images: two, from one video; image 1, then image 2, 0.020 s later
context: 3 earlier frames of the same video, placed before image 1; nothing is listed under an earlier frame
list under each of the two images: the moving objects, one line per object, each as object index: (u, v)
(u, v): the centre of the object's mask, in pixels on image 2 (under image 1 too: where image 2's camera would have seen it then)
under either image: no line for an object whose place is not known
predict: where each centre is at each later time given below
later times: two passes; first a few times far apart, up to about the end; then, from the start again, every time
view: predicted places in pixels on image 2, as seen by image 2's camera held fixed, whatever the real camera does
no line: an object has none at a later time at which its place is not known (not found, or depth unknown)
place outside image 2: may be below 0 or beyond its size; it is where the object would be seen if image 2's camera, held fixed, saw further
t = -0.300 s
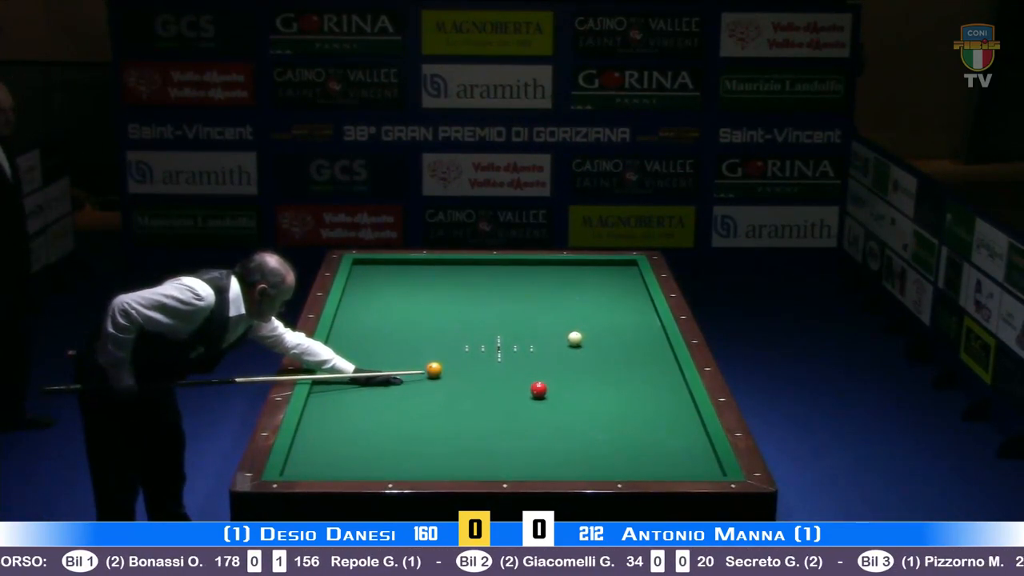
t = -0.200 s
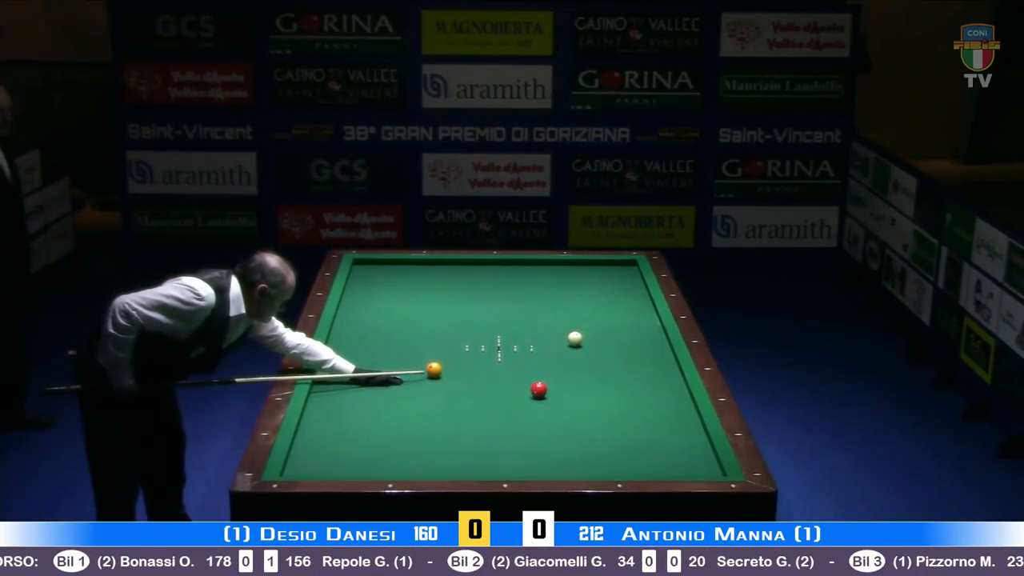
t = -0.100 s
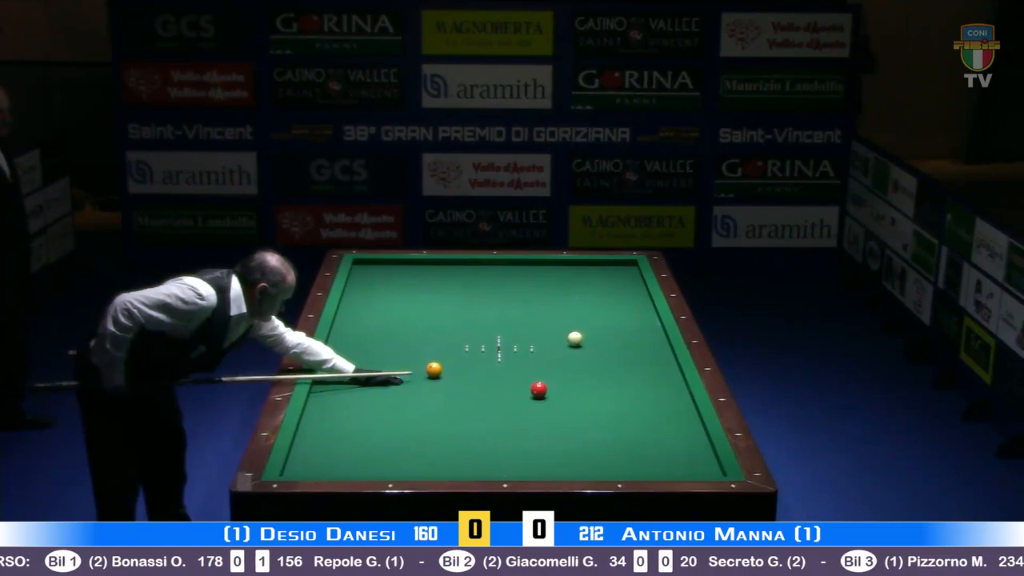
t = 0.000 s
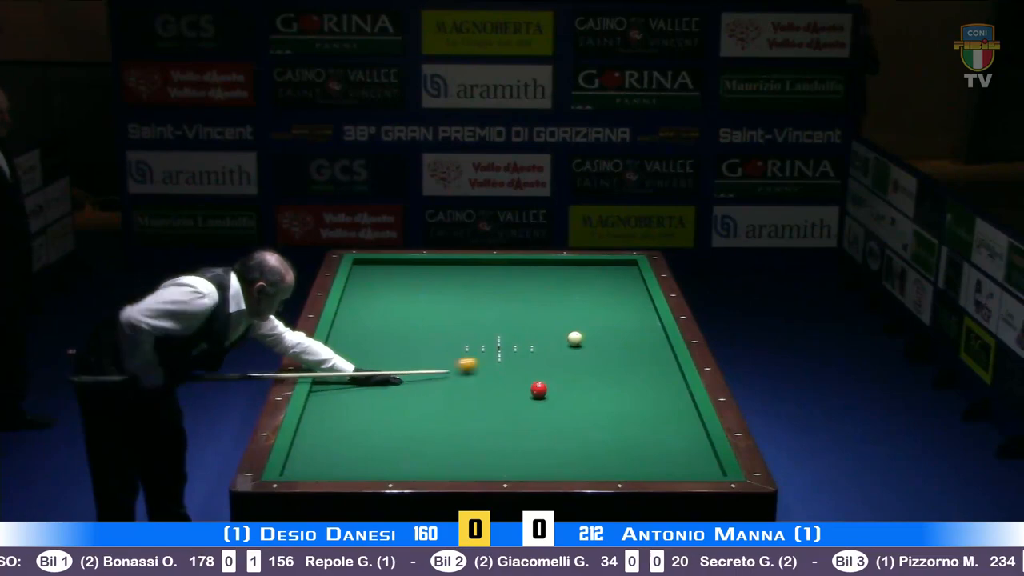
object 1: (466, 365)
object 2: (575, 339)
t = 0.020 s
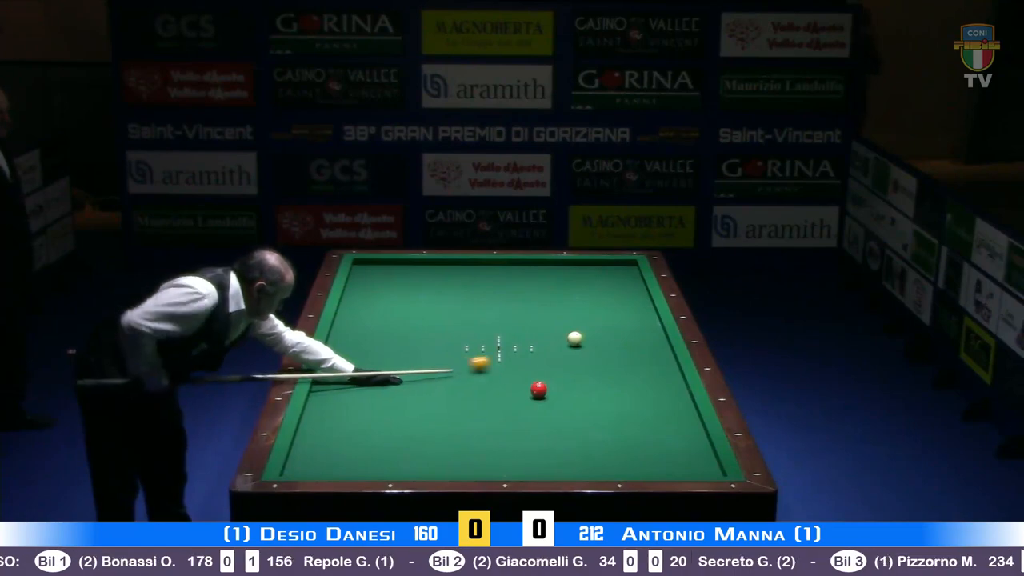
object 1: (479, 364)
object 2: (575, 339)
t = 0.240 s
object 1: (607, 348)
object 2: (574, 339)
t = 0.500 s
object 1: (609, 339)
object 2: (574, 338)
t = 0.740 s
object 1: (585, 339)
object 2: (522, 338)
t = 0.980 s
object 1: (579, 339)
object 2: (469, 338)
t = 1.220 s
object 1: (573, 338)
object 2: (418, 339)
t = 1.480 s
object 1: (567, 338)
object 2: (363, 338)
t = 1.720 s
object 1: (562, 337)
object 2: (347, 339)
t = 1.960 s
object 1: (558, 337)
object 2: (376, 340)
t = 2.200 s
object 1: (555, 336)
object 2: (404, 340)
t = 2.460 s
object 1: (552, 336)
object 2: (433, 341)
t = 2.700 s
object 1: (549, 336)
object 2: (459, 342)
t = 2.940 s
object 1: (547, 336)
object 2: (485, 343)
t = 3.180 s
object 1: (546, 336)
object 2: (510, 343)
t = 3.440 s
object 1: (547, 335)
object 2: (536, 344)
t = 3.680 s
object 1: (545, 336)
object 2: (560, 345)
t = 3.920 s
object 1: (545, 336)
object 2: (583, 345)
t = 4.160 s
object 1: (545, 336)
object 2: (606, 346)
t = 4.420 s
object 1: (545, 336)
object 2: (630, 347)
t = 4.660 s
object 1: (545, 336)
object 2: (651, 347)
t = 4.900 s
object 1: (545, 336)
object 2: (662, 348)
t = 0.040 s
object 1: (492, 362)
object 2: (575, 339)
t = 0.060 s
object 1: (505, 360)
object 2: (575, 339)
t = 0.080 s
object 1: (517, 359)
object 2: (575, 339)
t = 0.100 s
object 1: (529, 357)
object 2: (575, 339)
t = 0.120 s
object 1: (541, 356)
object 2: (575, 339)
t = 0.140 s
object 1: (552, 354)
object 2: (574, 339)
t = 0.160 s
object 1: (564, 353)
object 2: (575, 338)
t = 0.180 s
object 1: (575, 352)
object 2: (574, 338)
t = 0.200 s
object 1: (587, 350)
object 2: (574, 338)
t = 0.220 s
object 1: (597, 349)
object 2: (574, 338)
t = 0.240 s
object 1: (607, 348)
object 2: (574, 339)
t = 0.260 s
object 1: (617, 347)
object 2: (574, 339)
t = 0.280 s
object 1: (627, 345)
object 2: (574, 339)
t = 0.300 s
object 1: (637, 344)
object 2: (574, 339)
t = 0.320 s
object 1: (647, 343)
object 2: (575, 338)
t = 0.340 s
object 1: (656, 341)
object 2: (574, 339)
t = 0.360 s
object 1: (662, 341)
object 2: (575, 338)
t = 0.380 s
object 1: (656, 340)
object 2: (575, 339)
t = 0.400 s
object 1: (647, 340)
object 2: (574, 339)
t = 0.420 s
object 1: (639, 340)
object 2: (575, 338)
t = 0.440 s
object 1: (632, 340)
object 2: (575, 338)
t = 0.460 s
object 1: (624, 340)
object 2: (574, 338)
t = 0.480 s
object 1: (616, 340)
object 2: (575, 338)
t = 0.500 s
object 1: (609, 339)
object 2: (574, 338)
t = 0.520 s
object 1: (601, 339)
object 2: (574, 339)
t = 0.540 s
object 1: (595, 339)
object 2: (574, 338)
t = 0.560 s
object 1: (590, 340)
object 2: (573, 339)
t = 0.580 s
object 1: (590, 339)
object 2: (567, 338)
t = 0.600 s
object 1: (589, 339)
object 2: (560, 338)
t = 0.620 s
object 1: (589, 339)
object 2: (554, 338)
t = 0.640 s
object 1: (588, 339)
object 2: (549, 338)
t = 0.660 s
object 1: (587, 339)
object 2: (542, 338)
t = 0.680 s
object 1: (587, 339)
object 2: (537, 338)
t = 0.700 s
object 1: (586, 339)
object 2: (532, 338)
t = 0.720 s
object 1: (585, 339)
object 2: (526, 338)
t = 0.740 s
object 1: (585, 339)
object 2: (522, 338)
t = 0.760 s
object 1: (584, 339)
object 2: (517, 338)
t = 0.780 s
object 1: (584, 339)
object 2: (512, 338)
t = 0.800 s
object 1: (583, 339)
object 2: (508, 338)
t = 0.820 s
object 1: (583, 339)
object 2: (503, 338)
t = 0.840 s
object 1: (582, 339)
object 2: (499, 338)
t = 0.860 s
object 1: (581, 339)
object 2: (495, 339)
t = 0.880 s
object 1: (581, 339)
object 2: (491, 339)
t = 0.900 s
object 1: (580, 339)
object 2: (486, 338)
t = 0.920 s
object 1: (580, 339)
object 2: (482, 339)
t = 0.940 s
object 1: (579, 339)
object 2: (477, 338)
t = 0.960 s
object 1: (579, 339)
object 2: (474, 338)
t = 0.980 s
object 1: (579, 339)
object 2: (469, 338)
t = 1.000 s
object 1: (578, 338)
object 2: (465, 338)
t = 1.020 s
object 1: (577, 339)
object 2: (460, 339)
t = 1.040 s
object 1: (577, 338)
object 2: (456, 338)
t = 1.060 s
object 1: (576, 338)
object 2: (452, 339)
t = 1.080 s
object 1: (576, 338)
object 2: (447, 339)
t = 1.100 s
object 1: (575, 338)
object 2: (444, 338)
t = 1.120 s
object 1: (575, 338)
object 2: (439, 339)
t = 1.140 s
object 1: (575, 338)
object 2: (435, 338)
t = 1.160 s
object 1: (574, 338)
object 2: (431, 339)
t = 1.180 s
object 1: (573, 338)
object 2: (426, 339)
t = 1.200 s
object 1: (573, 338)
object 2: (422, 338)
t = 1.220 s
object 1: (573, 338)
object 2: (418, 339)
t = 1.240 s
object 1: (572, 338)
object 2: (413, 339)
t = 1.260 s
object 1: (572, 338)
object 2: (410, 339)
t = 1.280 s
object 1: (571, 338)
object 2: (405, 339)
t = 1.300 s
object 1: (571, 338)
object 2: (401, 339)
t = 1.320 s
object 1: (570, 338)
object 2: (397, 339)
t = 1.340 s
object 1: (570, 338)
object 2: (392, 339)
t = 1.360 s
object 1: (569, 338)
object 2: (389, 338)
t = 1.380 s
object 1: (569, 338)
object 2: (384, 339)
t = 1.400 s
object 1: (569, 338)
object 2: (380, 339)
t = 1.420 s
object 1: (568, 338)
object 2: (376, 339)
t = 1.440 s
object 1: (568, 337)
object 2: (371, 339)
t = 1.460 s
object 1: (567, 338)
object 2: (367, 338)
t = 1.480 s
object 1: (567, 338)
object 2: (363, 338)
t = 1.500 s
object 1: (567, 338)
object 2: (359, 338)
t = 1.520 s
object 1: (566, 338)
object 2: (355, 339)
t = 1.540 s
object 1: (565, 338)
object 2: (350, 338)
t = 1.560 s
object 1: (565, 338)
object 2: (347, 338)
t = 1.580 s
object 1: (565, 337)
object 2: (343, 338)
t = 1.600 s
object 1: (564, 338)
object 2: (338, 338)
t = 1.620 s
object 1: (564, 338)
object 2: (334, 338)
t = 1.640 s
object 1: (564, 338)
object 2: (334, 339)
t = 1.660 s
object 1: (563, 338)
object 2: (337, 339)
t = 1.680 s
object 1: (563, 337)
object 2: (340, 339)
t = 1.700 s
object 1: (563, 337)
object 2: (344, 339)
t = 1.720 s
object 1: (562, 337)
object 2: (347, 339)
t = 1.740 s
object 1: (562, 337)
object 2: (350, 339)
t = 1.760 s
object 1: (561, 337)
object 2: (352, 339)
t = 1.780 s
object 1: (561, 337)
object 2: (355, 339)
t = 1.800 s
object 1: (561, 337)
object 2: (357, 339)
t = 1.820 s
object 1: (560, 337)
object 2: (359, 339)
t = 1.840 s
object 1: (560, 337)
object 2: (362, 339)
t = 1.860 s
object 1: (560, 337)
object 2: (364, 339)
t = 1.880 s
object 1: (560, 337)
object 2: (367, 339)
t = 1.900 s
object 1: (559, 337)
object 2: (369, 339)
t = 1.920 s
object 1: (559, 337)
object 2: (371, 340)
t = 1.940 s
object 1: (559, 337)
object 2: (374, 339)
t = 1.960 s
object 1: (558, 337)
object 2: (376, 340)
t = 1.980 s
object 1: (558, 337)
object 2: (379, 340)
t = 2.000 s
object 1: (557, 337)
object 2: (381, 340)
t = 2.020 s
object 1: (557, 337)
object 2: (383, 340)
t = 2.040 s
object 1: (557, 337)
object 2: (385, 340)
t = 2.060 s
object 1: (556, 337)
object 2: (388, 340)
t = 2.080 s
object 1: (556, 337)
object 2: (390, 340)
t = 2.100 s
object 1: (556, 337)
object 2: (392, 340)
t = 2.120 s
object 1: (556, 337)
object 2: (394, 340)
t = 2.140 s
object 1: (556, 337)
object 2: (397, 340)
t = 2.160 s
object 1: (555, 337)
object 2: (399, 340)
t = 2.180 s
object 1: (555, 337)
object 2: (402, 340)
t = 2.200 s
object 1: (555, 336)
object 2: (404, 340)
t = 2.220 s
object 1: (555, 337)
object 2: (406, 341)
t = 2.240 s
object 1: (554, 337)
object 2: (408, 341)
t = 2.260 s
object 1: (554, 336)
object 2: (411, 341)
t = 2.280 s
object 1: (554, 337)
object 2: (413, 341)
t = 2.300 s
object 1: (553, 336)
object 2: (415, 341)
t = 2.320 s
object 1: (553, 337)
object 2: (417, 341)
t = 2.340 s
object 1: (553, 336)
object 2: (420, 341)
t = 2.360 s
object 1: (553, 336)
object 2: (422, 341)
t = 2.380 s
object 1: (552, 337)
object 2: (424, 341)
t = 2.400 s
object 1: (552, 336)
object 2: (427, 341)
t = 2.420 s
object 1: (552, 337)
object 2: (429, 341)
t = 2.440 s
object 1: (552, 336)
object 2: (431, 341)
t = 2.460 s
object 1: (552, 336)
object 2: (433, 341)
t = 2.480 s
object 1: (551, 337)
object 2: (435, 341)
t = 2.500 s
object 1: (551, 336)
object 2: (438, 341)
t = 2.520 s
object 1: (551, 336)
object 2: (440, 342)
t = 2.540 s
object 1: (551, 336)
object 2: (442, 342)
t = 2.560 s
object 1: (551, 336)
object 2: (444, 342)
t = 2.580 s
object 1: (550, 336)
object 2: (447, 342)
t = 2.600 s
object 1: (550, 336)
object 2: (449, 342)
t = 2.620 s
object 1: (550, 336)
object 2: (451, 342)
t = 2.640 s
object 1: (549, 336)
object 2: (453, 342)
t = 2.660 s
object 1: (550, 336)
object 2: (455, 342)
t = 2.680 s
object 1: (549, 336)
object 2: (457, 342)
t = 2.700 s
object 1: (549, 336)
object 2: (459, 342)
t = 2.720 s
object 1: (549, 336)
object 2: (462, 342)
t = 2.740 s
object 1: (549, 336)
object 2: (464, 342)
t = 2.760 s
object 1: (549, 336)
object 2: (466, 342)
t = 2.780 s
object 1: (548, 336)
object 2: (468, 342)
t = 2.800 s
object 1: (548, 336)
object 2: (471, 342)
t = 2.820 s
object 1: (548, 336)
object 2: (473, 342)
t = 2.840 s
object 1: (548, 336)
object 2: (475, 342)
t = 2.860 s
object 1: (548, 336)
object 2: (477, 342)
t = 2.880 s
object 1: (548, 336)
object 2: (478, 342)
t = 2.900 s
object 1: (548, 336)
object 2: (481, 342)
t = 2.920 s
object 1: (548, 336)
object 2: (483, 342)
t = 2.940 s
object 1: (547, 336)
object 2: (485, 343)
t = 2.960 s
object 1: (547, 336)
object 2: (487, 343)
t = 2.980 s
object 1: (547, 336)
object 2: (490, 343)
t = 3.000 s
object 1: (547, 336)
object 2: (492, 343)
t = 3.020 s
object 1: (547, 336)
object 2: (494, 343)
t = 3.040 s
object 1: (547, 336)
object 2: (496, 343)
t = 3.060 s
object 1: (547, 336)
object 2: (498, 343)
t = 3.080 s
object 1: (547, 336)
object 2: (500, 343)
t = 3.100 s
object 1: (547, 336)
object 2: (502, 343)
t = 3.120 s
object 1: (546, 336)
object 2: (504, 343)
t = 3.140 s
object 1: (546, 336)
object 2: (506, 343)
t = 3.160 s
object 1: (546, 336)
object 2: (508, 343)
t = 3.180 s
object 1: (546, 336)
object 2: (510, 343)
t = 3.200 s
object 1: (546, 336)
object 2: (513, 343)
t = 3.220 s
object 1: (546, 336)
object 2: (514, 343)
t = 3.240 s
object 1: (546, 336)
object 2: (517, 344)
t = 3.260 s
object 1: (546, 336)
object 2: (519, 344)
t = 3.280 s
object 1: (546, 336)
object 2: (521, 343)
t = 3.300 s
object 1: (546, 336)
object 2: (523, 344)
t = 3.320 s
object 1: (546, 336)
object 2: (525, 344)
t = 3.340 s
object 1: (546, 336)
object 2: (527, 344)
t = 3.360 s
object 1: (546, 336)
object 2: (529, 344)
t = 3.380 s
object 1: (546, 336)
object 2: (531, 344)
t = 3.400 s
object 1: (546, 336)
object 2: (532, 344)
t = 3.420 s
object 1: (546, 336)
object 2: (534, 344)
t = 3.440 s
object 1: (547, 335)
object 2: (536, 344)
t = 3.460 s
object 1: (546, 335)
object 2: (538, 344)
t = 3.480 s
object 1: (547, 334)
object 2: (541, 344)
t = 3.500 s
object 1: (547, 334)
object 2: (543, 344)
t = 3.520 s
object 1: (546, 333)
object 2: (544, 344)
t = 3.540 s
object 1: (546, 333)
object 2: (547, 344)
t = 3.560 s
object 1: (545, 334)
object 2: (548, 344)
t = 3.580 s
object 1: (545, 334)
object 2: (551, 344)
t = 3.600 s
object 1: (545, 335)
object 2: (553, 344)
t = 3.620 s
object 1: (545, 335)
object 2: (555, 345)
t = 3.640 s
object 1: (545, 336)
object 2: (557, 344)
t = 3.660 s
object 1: (545, 336)
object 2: (558, 345)
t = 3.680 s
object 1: (545, 336)
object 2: (560, 345)
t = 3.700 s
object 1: (545, 336)
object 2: (562, 345)
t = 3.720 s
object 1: (545, 336)
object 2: (564, 345)
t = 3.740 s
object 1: (545, 336)
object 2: (566, 345)
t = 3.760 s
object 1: (546, 336)
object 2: (568, 345)
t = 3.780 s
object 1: (545, 336)
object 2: (570, 345)
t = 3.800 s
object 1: (546, 336)
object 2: (572, 345)
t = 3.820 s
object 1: (545, 336)
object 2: (574, 345)
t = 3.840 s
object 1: (545, 336)
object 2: (576, 345)
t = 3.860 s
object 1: (545, 336)
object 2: (578, 345)
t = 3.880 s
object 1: (545, 336)
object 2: (579, 346)
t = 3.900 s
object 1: (545, 336)
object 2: (582, 345)
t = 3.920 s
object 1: (545, 336)
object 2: (583, 345)
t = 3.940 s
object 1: (545, 336)
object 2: (585, 346)
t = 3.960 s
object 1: (545, 336)
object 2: (588, 345)
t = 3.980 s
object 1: (545, 336)
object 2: (589, 346)
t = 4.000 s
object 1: (545, 336)
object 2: (591, 346)
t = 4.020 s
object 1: (545, 336)
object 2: (593, 346)
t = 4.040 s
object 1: (545, 336)
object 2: (594, 346)
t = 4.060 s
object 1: (545, 336)
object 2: (597, 346)
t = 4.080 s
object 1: (545, 336)
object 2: (598, 346)
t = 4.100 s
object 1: (545, 336)
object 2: (600, 346)
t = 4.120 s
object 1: (545, 336)
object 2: (602, 346)
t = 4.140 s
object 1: (545, 336)
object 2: (604, 346)
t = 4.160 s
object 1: (545, 336)
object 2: (606, 346)
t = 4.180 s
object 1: (545, 336)
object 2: (608, 346)
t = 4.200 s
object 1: (545, 336)
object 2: (609, 346)
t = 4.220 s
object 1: (545, 336)
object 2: (611, 346)
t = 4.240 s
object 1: (545, 336)
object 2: (613, 346)
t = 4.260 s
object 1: (545, 336)
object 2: (615, 346)
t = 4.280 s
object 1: (545, 336)
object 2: (617, 346)
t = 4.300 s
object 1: (545, 336)
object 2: (619, 347)
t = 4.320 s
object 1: (545, 336)
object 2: (621, 347)
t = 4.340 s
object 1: (546, 336)
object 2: (622, 347)
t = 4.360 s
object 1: (545, 336)
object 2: (624, 347)
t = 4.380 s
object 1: (545, 336)
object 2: (626, 347)
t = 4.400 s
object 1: (545, 336)
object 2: (628, 347)
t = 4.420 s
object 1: (545, 336)
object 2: (630, 347)
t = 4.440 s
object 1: (545, 336)
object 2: (631, 347)
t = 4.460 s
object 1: (545, 336)
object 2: (633, 347)
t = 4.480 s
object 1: (545, 336)
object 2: (635, 347)
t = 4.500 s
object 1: (545, 336)
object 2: (637, 347)
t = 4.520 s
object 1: (545, 336)
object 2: (638, 347)
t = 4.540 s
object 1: (545, 336)
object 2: (640, 347)
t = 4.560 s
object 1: (545, 336)
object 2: (642, 347)
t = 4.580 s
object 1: (545, 336)
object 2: (644, 347)
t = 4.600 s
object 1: (545, 336)
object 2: (645, 347)
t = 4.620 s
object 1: (545, 336)
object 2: (647, 347)
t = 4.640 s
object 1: (545, 336)
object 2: (649, 347)
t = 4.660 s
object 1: (545, 336)
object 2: (651, 347)
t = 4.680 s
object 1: (545, 336)
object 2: (652, 347)
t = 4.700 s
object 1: (545, 336)
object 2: (654, 347)
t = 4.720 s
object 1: (545, 336)
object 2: (656, 347)
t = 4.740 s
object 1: (545, 336)
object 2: (658, 348)
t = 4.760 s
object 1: (545, 336)
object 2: (659, 348)
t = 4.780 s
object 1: (545, 336)
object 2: (661, 348)
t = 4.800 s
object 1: (545, 336)
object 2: (663, 348)
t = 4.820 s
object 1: (545, 336)
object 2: (665, 348)
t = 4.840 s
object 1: (545, 336)
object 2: (666, 348)
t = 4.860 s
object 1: (545, 336)
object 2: (664, 348)
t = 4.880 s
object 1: (545, 336)
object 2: (663, 348)
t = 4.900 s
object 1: (545, 336)
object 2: (662, 348)
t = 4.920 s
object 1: (545, 336)
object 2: (661, 348)
